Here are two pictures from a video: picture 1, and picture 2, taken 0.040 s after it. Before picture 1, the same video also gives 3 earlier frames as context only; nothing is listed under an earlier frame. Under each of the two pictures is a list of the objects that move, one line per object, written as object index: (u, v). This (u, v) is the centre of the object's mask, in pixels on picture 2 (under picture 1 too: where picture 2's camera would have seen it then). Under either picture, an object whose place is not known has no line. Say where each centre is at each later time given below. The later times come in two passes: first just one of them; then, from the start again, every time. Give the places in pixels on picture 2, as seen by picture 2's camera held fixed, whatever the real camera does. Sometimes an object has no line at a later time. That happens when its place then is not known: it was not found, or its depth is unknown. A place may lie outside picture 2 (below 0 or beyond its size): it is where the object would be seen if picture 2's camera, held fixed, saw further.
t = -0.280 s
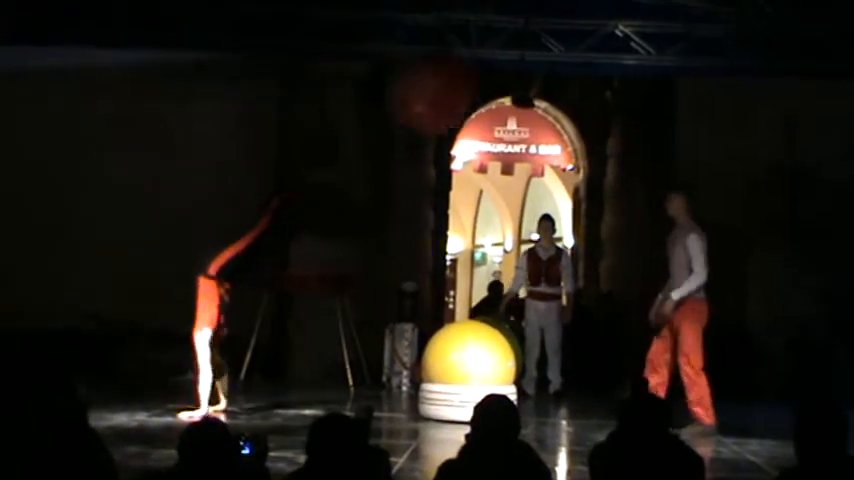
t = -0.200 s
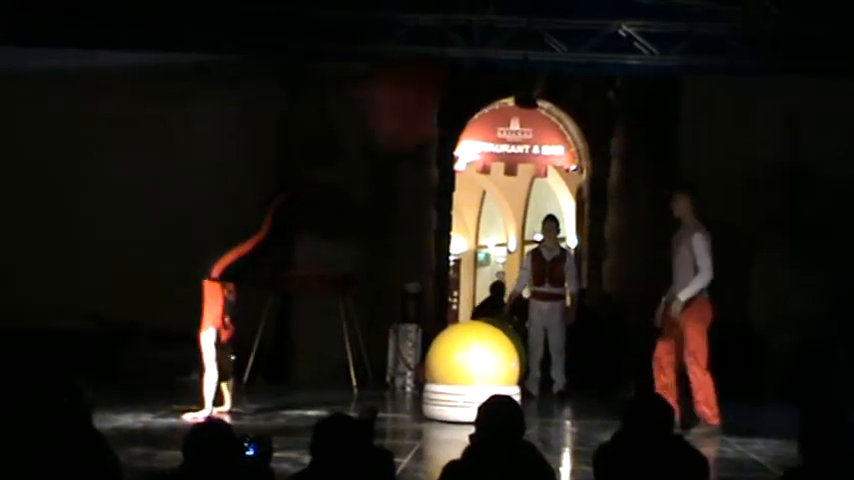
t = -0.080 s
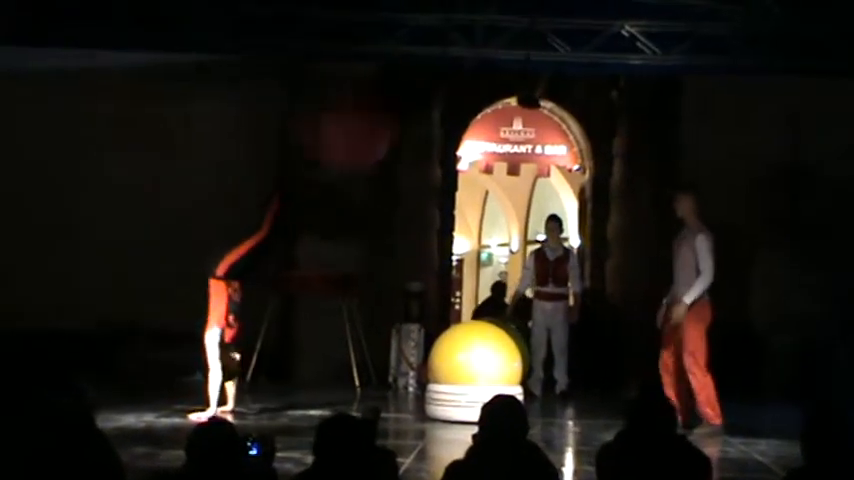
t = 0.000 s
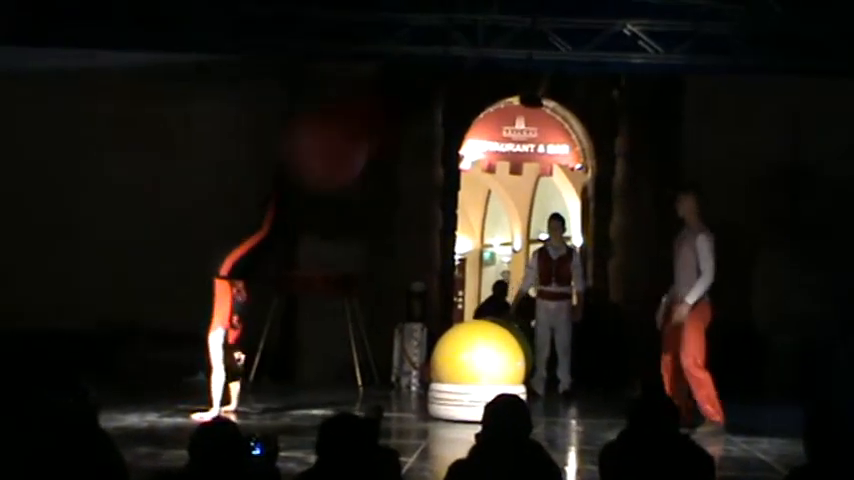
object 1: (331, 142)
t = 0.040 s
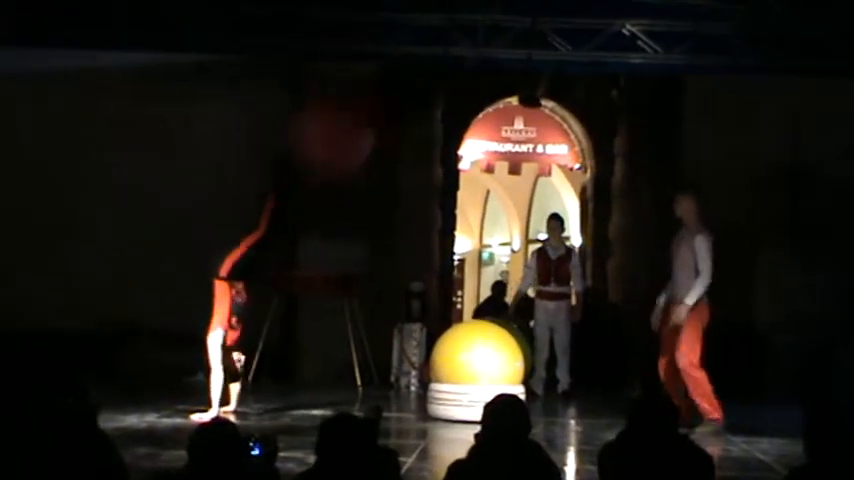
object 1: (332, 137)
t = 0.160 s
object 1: (349, 92)
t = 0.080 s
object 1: (339, 117)
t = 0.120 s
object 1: (345, 104)
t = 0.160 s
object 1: (349, 92)
